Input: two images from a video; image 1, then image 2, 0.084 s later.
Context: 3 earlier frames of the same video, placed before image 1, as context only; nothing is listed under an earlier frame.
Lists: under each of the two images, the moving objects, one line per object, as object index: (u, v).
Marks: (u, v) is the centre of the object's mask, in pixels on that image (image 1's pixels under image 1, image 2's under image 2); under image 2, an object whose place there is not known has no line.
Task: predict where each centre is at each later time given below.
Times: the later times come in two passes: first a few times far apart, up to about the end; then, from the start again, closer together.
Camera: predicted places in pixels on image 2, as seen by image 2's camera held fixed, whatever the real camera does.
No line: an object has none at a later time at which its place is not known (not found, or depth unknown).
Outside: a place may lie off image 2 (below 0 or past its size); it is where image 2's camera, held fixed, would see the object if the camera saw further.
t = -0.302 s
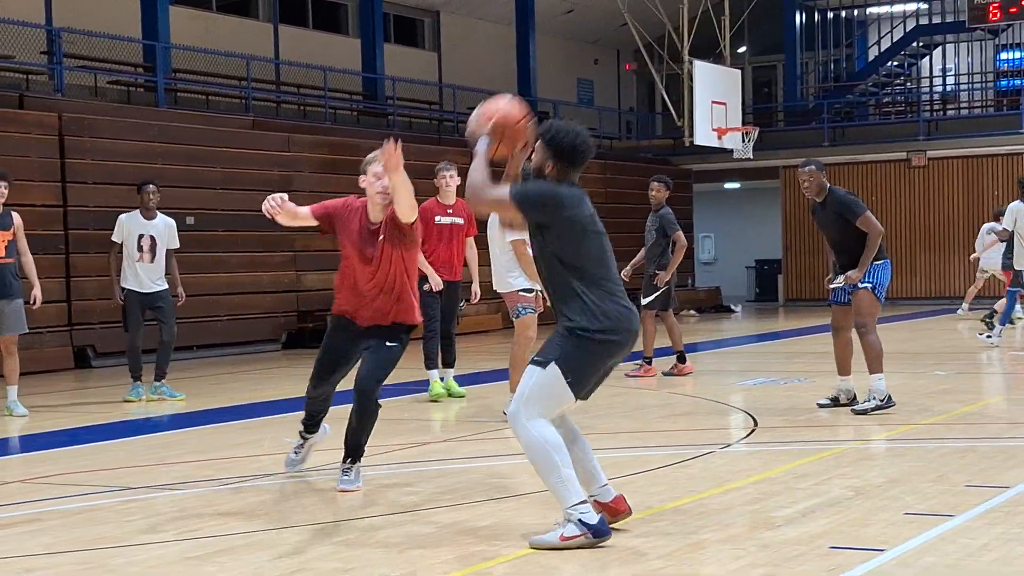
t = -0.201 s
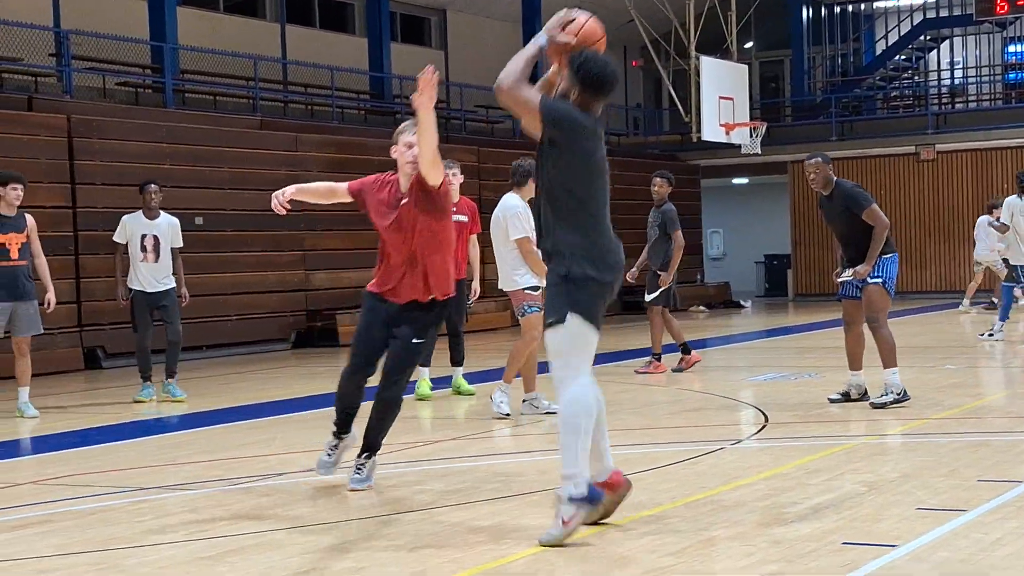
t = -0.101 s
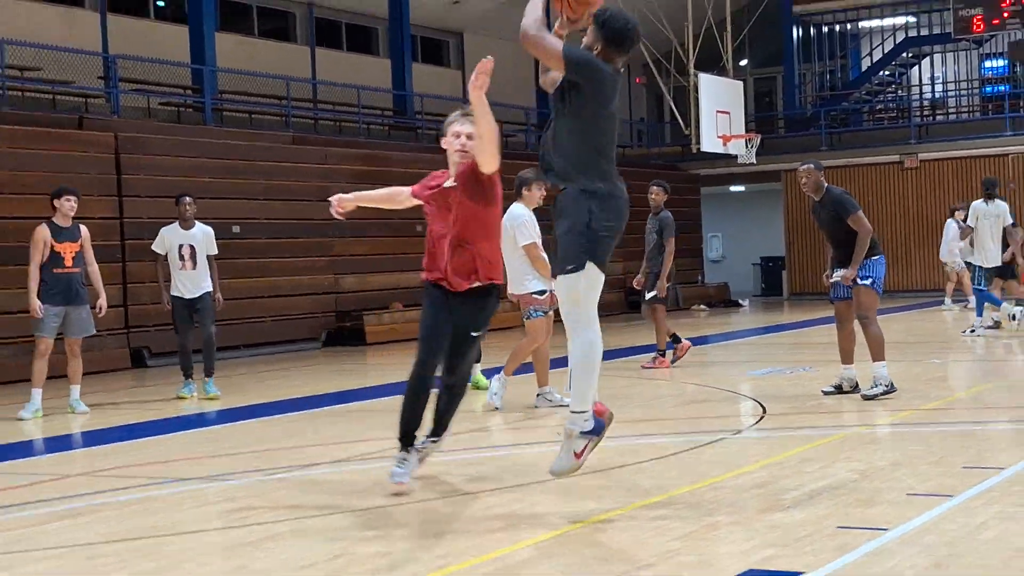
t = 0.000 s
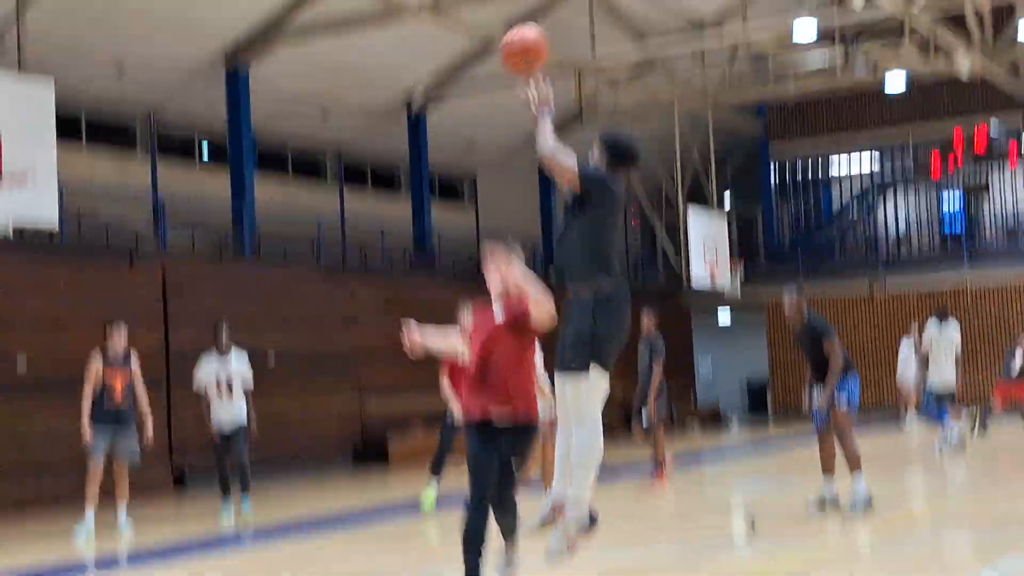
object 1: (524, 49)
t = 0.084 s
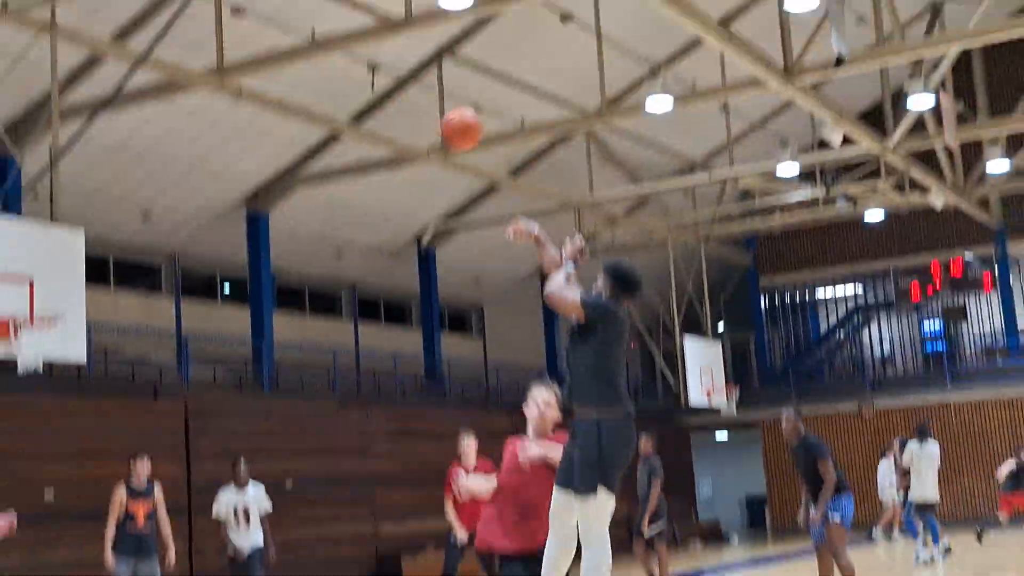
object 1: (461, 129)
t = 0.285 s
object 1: (334, 48)
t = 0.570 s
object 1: (203, 40)
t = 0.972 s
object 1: (65, 189)
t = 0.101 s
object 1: (452, 117)
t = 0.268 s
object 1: (345, 51)
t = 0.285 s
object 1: (334, 48)
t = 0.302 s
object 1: (325, 46)
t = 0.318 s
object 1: (316, 43)
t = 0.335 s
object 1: (307, 40)
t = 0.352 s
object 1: (299, 39)
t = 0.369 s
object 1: (291, 36)
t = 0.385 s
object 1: (283, 34)
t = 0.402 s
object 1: (275, 33)
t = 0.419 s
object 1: (267, 33)
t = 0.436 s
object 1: (258, 33)
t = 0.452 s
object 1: (251, 33)
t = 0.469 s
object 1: (244, 33)
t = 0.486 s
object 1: (236, 32)
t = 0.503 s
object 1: (230, 33)
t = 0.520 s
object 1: (223, 35)
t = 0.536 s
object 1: (216, 36)
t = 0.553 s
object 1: (209, 38)
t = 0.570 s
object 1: (203, 40)
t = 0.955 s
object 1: (70, 179)
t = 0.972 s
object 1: (65, 189)
